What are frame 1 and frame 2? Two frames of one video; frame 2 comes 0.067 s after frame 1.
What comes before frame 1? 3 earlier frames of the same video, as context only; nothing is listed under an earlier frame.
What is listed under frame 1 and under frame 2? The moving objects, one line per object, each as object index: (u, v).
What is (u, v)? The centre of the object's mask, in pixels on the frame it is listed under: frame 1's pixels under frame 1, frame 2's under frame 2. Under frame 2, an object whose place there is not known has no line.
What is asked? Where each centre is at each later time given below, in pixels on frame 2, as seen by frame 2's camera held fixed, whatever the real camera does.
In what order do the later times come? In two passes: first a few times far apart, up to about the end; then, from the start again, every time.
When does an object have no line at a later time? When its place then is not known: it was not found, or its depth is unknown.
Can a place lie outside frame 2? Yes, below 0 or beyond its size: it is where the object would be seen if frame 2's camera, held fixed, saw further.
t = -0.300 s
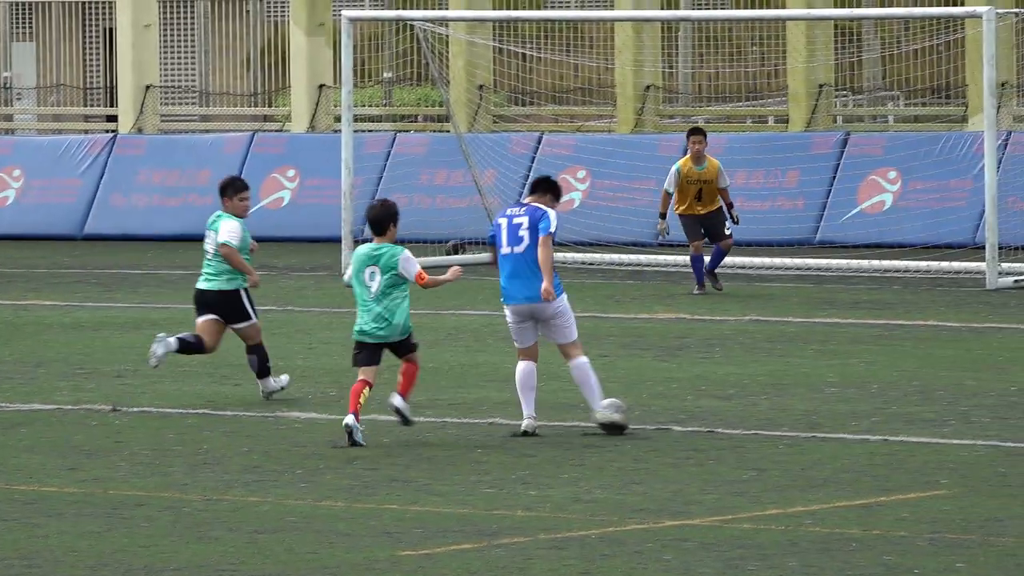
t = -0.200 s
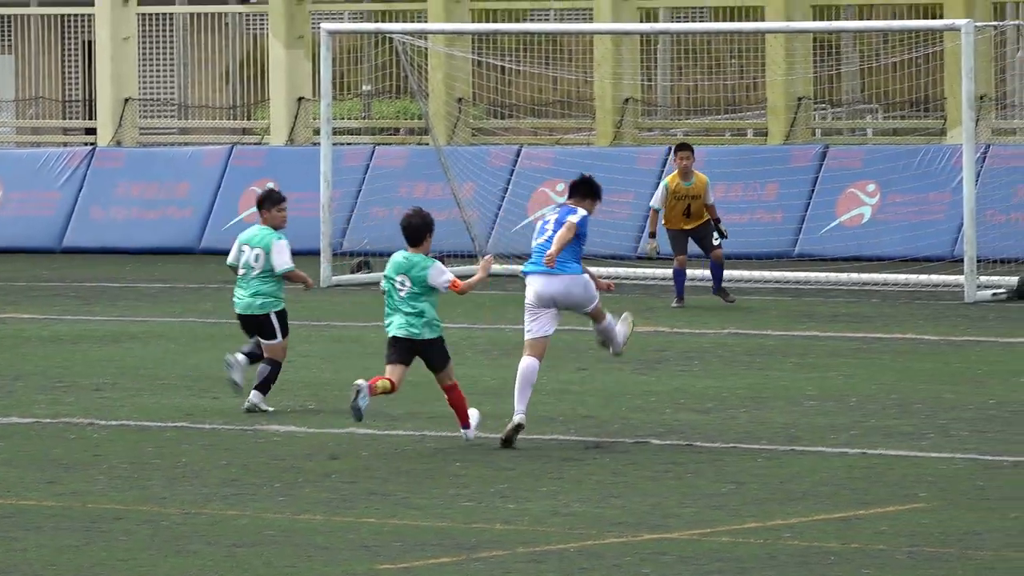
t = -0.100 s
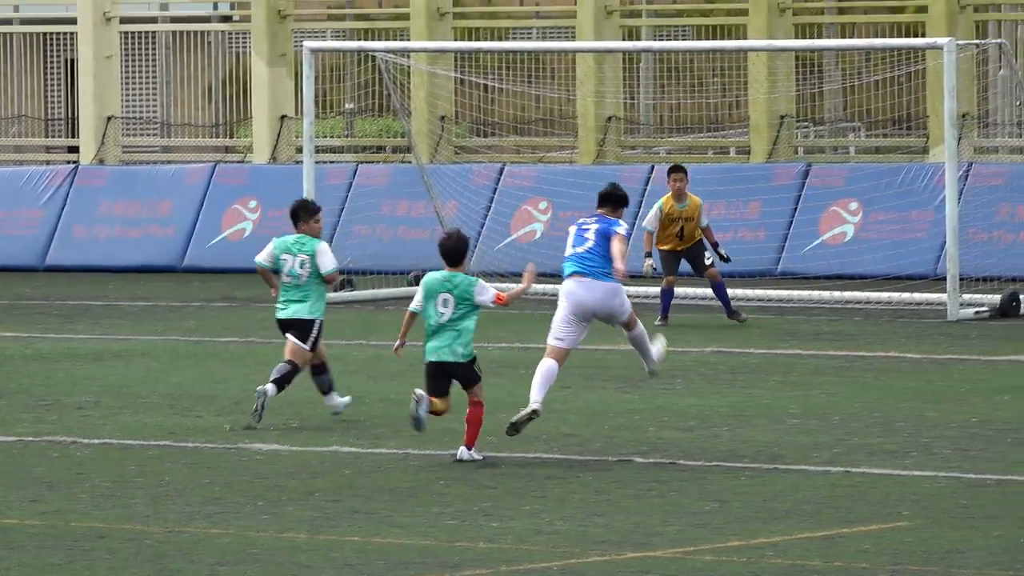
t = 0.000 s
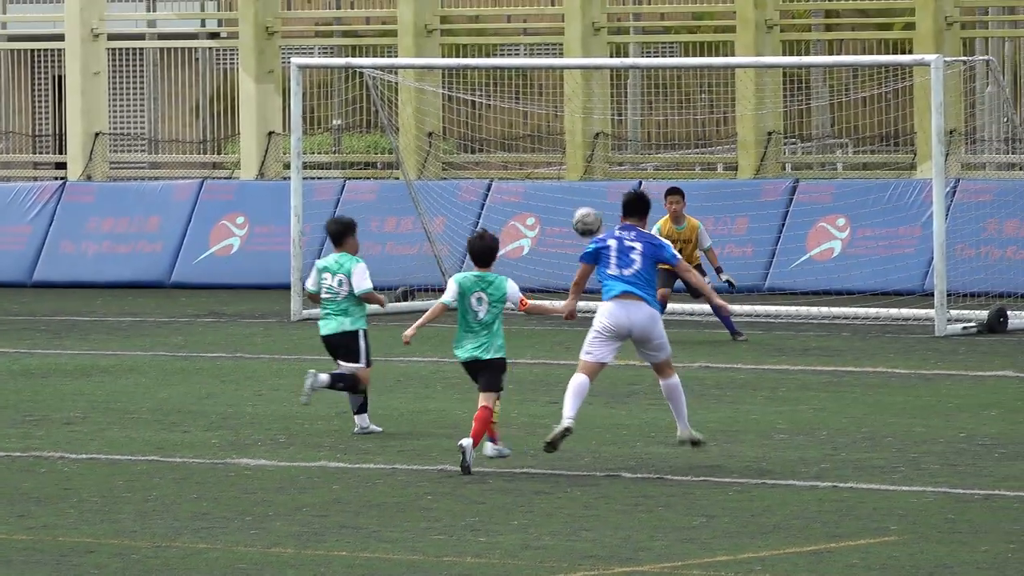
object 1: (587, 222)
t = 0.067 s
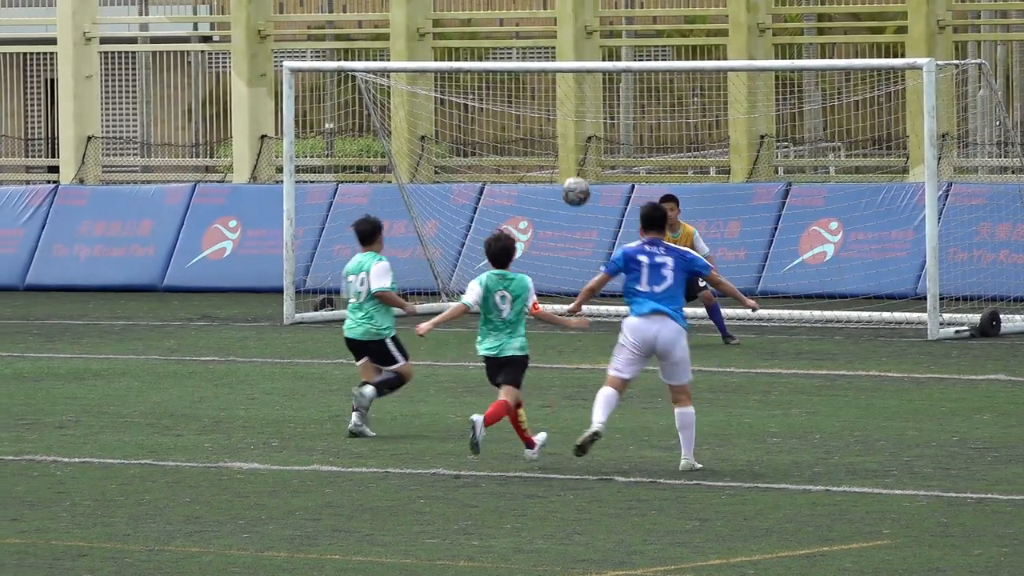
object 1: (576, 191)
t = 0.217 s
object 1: (558, 132)
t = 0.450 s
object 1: (514, 83)
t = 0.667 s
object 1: (461, 79)
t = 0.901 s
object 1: (395, 112)
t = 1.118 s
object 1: (424, 172)
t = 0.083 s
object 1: (574, 184)
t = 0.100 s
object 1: (573, 176)
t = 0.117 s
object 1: (571, 169)
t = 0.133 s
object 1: (569, 162)
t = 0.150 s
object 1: (566, 155)
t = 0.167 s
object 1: (564, 149)
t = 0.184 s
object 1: (562, 144)
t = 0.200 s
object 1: (560, 138)
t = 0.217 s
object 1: (558, 132)
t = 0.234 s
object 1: (556, 127)
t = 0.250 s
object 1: (553, 122)
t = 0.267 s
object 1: (550, 118)
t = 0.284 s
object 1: (547, 113)
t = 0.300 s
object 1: (544, 109)
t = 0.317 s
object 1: (542, 105)
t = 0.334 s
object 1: (538, 102)
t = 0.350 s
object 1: (535, 98)
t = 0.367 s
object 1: (532, 95)
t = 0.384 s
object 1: (529, 92)
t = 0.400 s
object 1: (526, 90)
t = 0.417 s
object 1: (521, 87)
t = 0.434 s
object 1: (519, 85)
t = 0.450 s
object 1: (514, 83)
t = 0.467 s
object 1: (511, 82)
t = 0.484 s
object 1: (508, 80)
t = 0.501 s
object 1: (503, 79)
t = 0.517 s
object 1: (499, 78)
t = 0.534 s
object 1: (495, 78)
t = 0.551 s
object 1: (490, 78)
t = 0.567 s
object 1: (486, 77)
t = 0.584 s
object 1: (482, 78)
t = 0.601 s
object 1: (477, 78)
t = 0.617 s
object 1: (474, 77)
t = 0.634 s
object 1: (470, 78)
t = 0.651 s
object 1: (466, 79)
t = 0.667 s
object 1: (461, 79)
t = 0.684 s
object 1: (456, 80)
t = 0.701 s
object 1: (451, 82)
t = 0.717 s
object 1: (448, 83)
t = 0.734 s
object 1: (443, 85)
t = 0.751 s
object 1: (439, 87)
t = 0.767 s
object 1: (433, 89)
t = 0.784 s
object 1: (429, 91)
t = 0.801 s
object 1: (424, 94)
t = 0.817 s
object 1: (419, 96)
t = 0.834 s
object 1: (414, 99)
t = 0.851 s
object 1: (410, 102)
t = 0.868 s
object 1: (404, 106)
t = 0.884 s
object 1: (399, 108)
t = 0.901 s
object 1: (395, 112)
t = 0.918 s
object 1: (389, 116)
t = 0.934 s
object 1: (384, 120)
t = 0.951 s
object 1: (384, 123)
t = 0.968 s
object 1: (387, 127)
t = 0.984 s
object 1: (392, 130)
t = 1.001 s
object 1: (395, 134)
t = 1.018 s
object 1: (399, 139)
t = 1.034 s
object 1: (403, 144)
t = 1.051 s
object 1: (408, 149)
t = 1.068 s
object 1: (411, 155)
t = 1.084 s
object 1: (415, 161)
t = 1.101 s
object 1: (419, 166)
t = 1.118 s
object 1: (424, 172)
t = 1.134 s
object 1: (426, 178)
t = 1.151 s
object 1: (430, 186)
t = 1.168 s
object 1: (434, 193)
